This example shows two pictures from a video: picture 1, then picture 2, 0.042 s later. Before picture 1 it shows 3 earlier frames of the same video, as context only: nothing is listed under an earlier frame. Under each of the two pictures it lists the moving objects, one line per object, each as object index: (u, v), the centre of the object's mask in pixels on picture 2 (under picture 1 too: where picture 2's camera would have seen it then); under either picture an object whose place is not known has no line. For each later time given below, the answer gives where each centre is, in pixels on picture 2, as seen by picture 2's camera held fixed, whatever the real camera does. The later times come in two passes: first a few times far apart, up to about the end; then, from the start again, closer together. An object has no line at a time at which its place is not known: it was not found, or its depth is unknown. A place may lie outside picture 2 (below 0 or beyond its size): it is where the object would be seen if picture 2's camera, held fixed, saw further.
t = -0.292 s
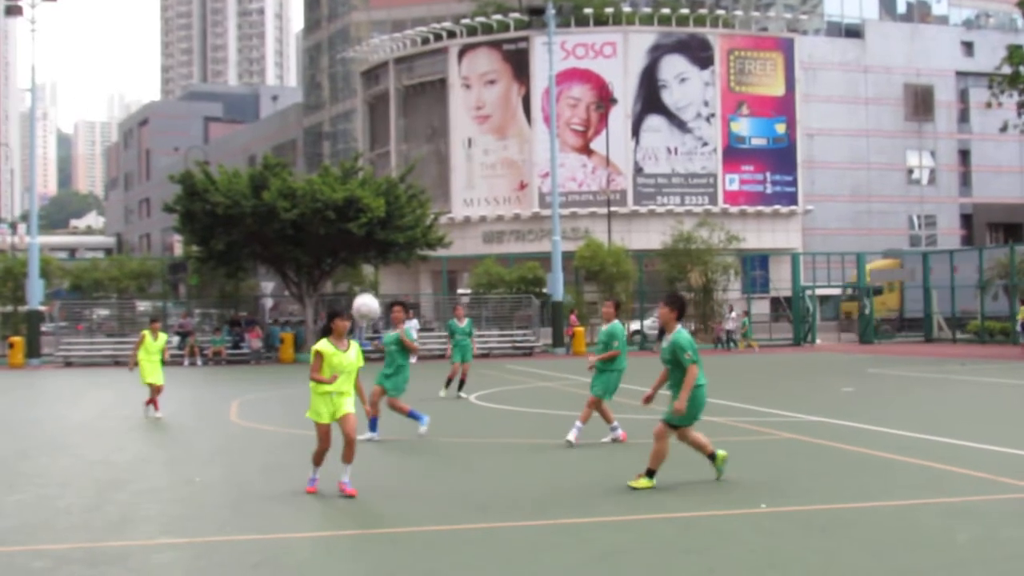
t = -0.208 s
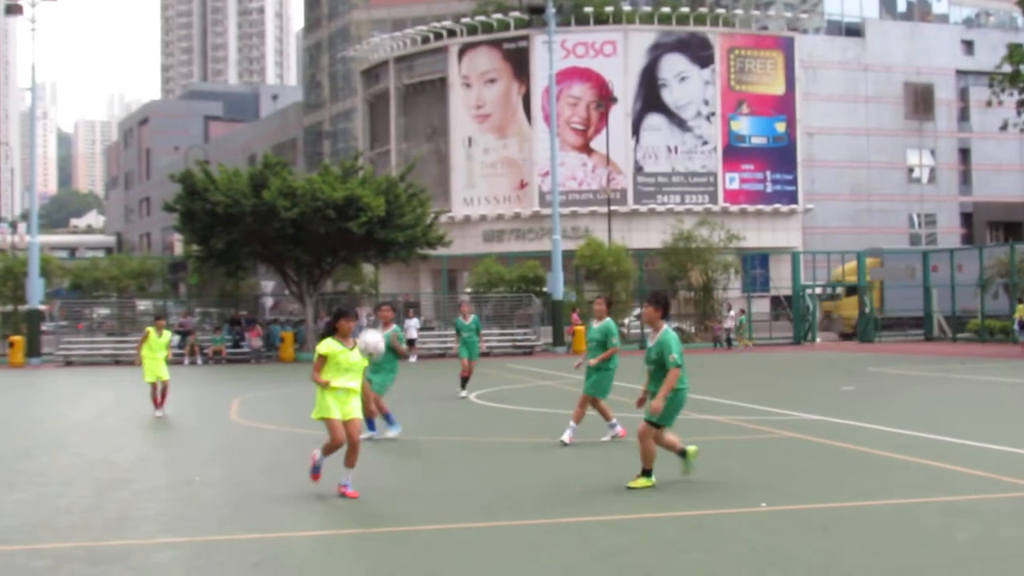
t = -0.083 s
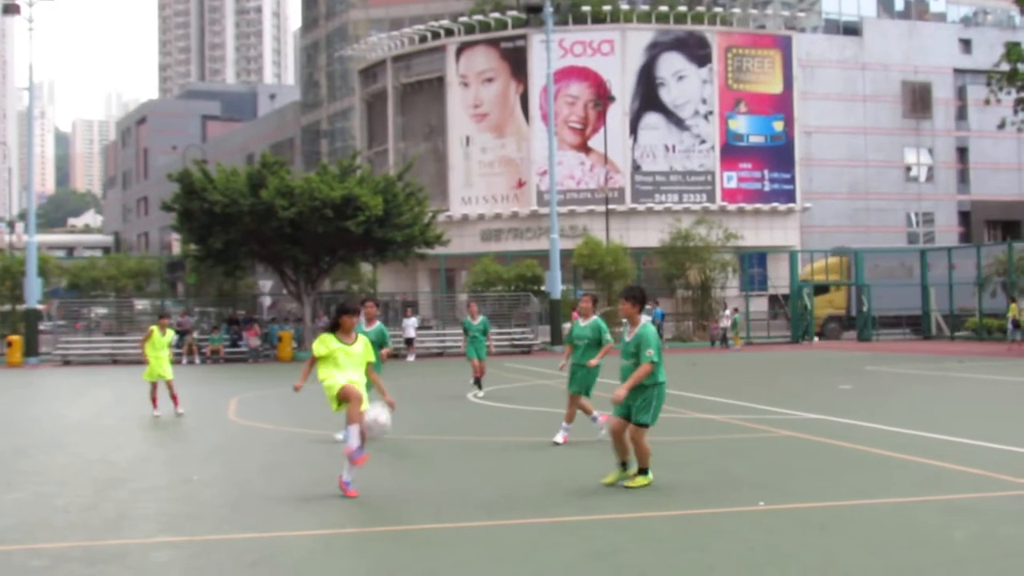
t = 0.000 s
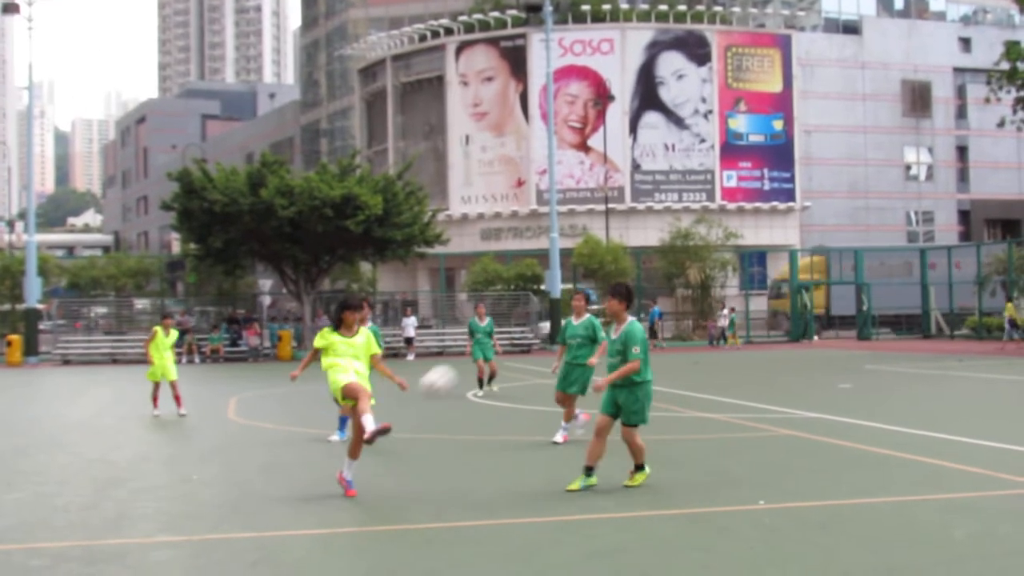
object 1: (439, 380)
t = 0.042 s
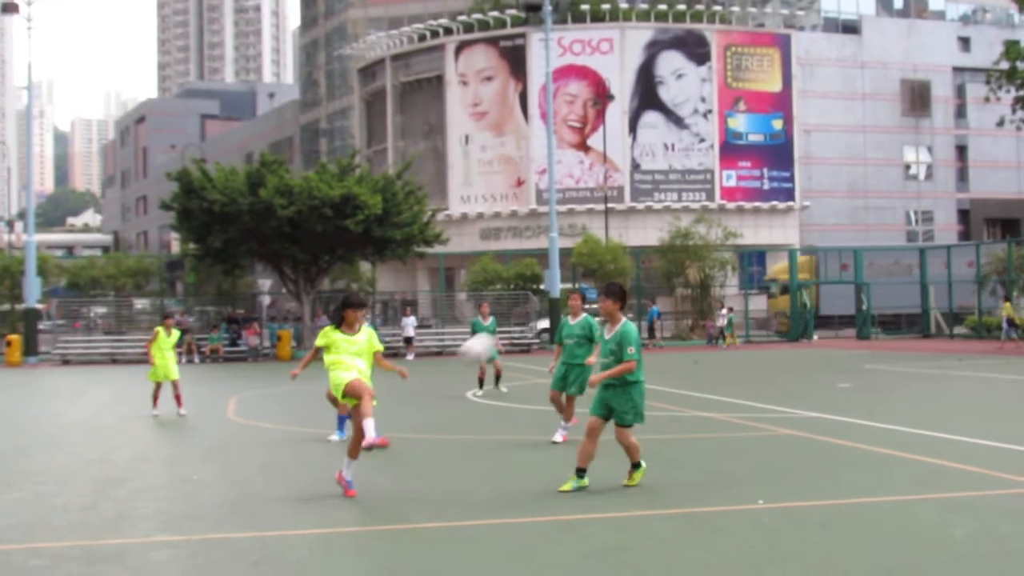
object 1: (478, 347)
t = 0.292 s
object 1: (734, 199)
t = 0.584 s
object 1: (1042, 135)
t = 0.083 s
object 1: (521, 317)
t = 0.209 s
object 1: (647, 242)
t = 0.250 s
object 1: (689, 218)
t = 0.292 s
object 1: (734, 199)
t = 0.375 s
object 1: (816, 173)
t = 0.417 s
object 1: (860, 161)
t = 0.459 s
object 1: (904, 151)
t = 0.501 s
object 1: (952, 143)
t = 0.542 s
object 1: (997, 138)
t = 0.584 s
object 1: (1042, 135)
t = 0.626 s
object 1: (1087, 133)
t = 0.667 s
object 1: (1133, 135)
